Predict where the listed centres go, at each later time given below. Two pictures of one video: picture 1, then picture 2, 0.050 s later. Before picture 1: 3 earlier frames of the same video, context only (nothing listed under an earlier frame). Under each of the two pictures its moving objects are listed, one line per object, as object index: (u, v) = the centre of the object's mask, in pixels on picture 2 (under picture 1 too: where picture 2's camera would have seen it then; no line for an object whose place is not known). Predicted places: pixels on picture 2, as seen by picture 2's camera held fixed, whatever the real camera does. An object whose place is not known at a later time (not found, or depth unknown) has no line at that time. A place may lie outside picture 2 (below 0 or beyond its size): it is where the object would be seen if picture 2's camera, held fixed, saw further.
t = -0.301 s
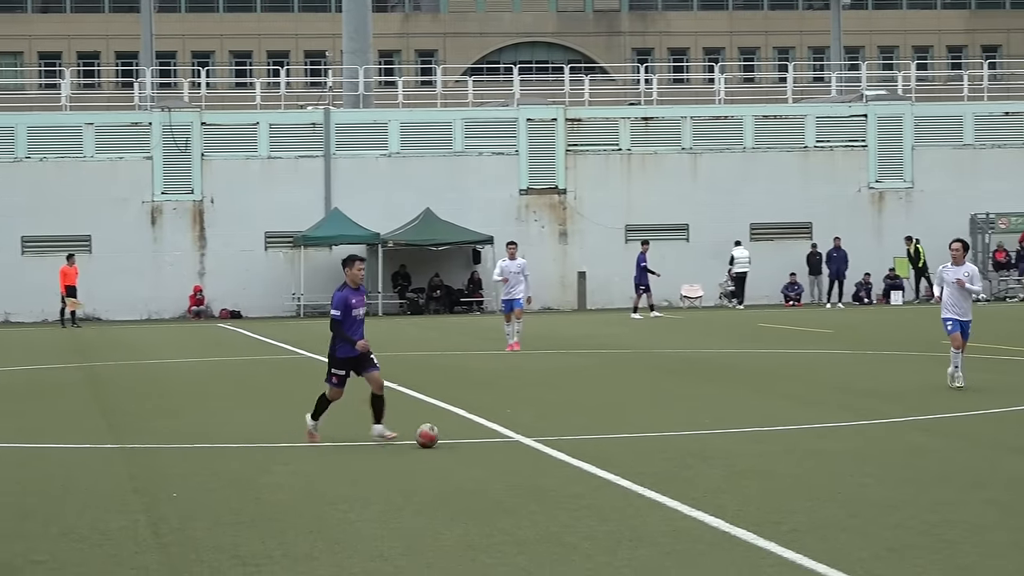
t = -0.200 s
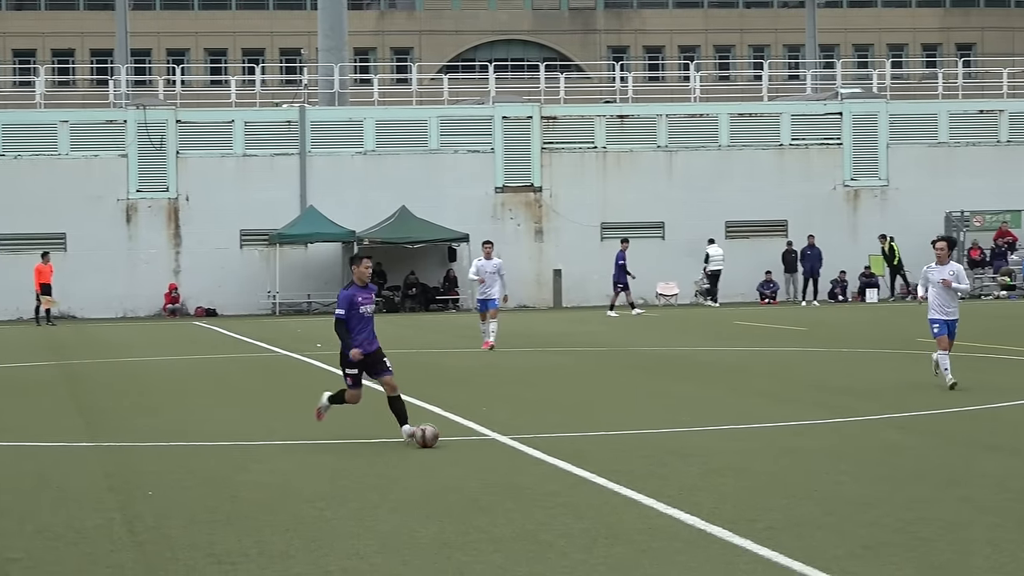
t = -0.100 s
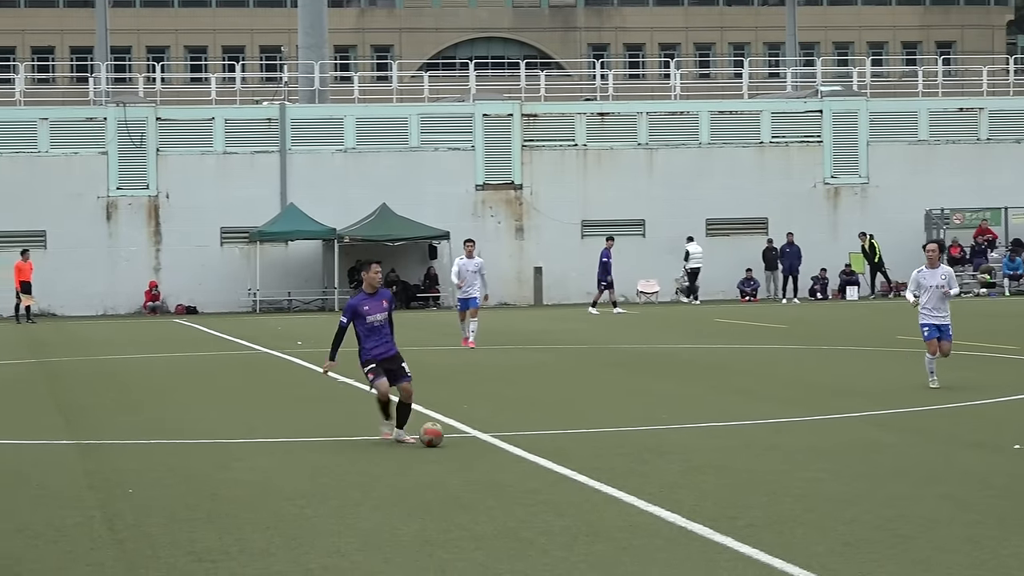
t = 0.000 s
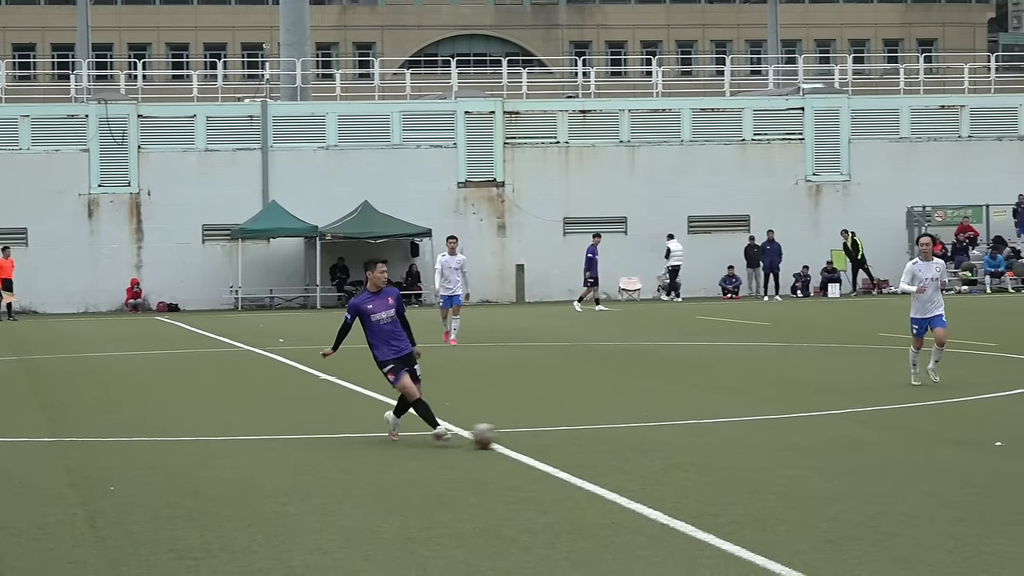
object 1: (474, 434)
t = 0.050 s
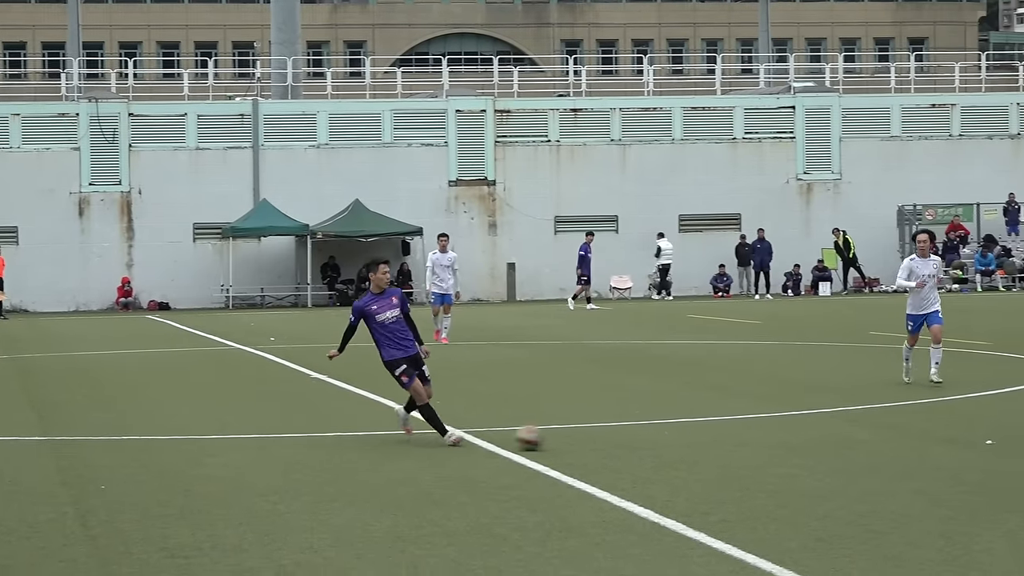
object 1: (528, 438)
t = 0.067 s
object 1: (547, 439)
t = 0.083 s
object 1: (565, 440)
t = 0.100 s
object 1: (582, 440)
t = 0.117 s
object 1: (601, 441)
